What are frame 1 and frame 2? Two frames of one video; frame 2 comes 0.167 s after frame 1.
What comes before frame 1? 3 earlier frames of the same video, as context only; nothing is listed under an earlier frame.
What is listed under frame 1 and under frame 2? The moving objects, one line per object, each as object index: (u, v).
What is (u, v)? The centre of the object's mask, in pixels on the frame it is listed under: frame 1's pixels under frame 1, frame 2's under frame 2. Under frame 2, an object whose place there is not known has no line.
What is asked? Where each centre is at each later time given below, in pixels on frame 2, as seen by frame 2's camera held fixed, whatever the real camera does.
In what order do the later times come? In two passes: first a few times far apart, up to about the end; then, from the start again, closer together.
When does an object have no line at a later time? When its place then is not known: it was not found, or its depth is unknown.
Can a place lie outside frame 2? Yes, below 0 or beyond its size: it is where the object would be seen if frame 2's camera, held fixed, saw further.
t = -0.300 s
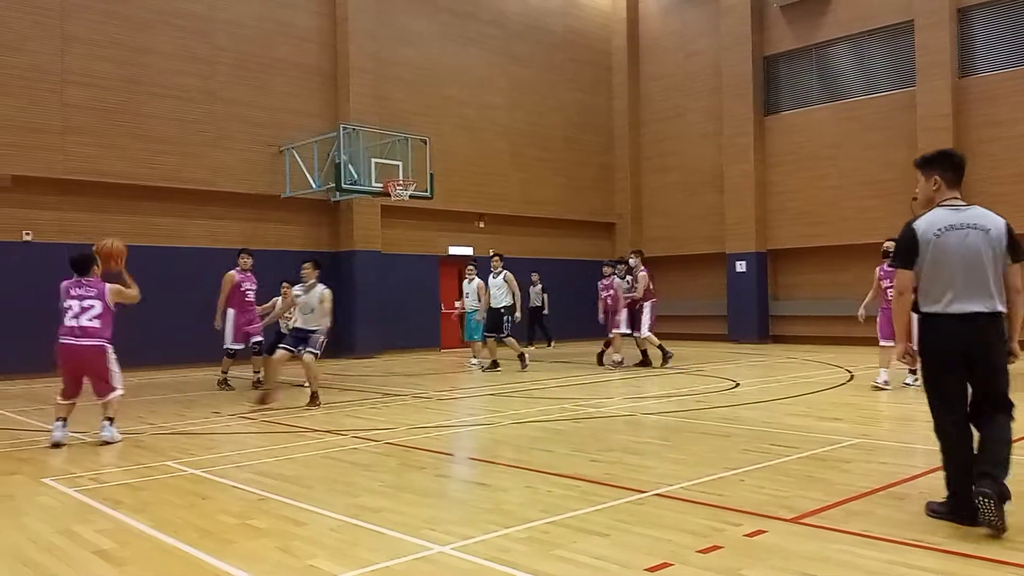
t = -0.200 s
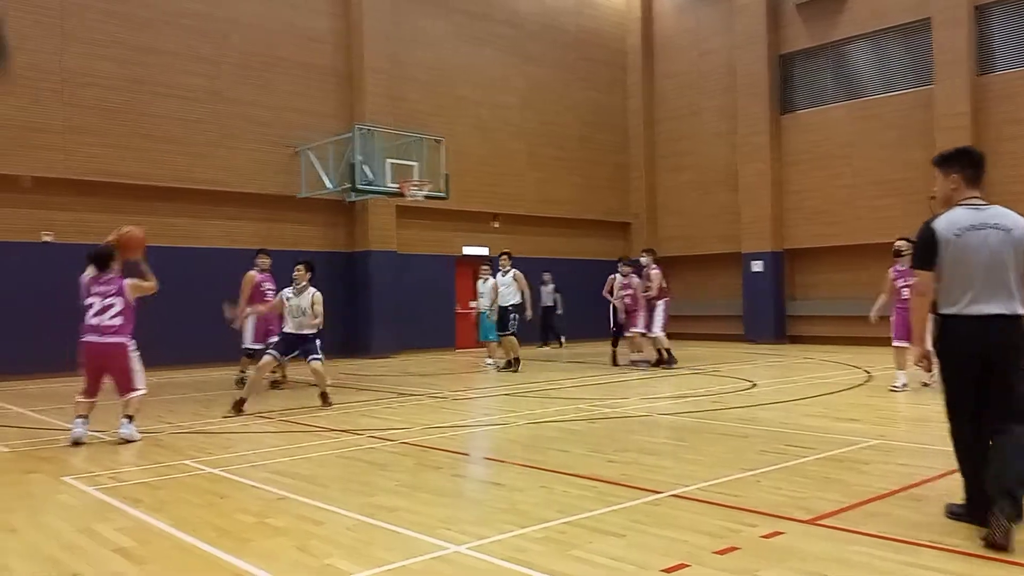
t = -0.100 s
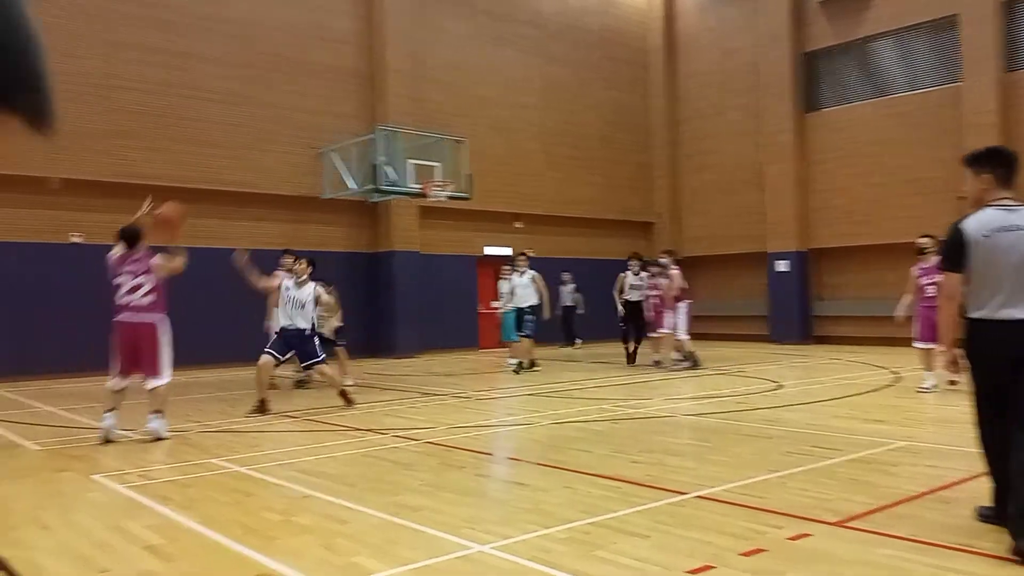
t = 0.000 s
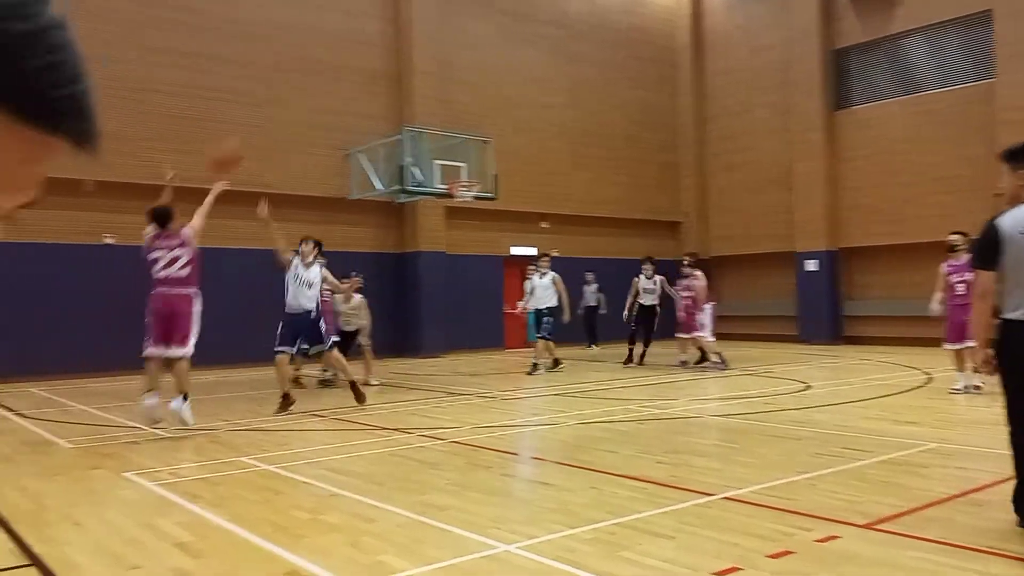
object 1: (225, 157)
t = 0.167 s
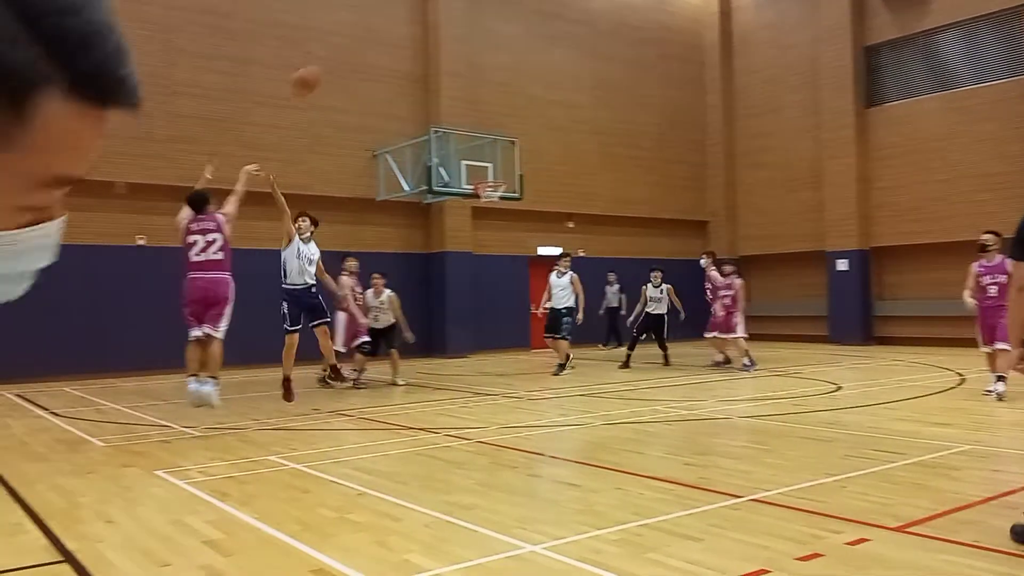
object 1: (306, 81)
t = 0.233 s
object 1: (324, 57)
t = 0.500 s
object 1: (383, 24)
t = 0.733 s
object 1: (423, 39)
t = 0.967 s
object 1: (456, 91)
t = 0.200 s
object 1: (316, 66)
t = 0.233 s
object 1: (324, 57)
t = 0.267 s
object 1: (334, 48)
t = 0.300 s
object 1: (341, 42)
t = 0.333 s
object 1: (348, 36)
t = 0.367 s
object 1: (356, 32)
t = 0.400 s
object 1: (363, 29)
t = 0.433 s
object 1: (370, 26)
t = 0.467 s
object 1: (377, 25)
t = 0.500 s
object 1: (383, 24)
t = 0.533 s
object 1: (389, 24)
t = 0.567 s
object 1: (396, 26)
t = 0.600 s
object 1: (402, 27)
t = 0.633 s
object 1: (407, 29)
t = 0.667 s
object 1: (413, 32)
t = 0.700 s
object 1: (418, 35)
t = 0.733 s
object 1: (423, 39)
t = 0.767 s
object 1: (429, 45)
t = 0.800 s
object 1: (434, 51)
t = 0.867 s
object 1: (443, 67)
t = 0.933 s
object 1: (452, 83)
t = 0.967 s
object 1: (456, 91)
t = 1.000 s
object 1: (460, 100)
